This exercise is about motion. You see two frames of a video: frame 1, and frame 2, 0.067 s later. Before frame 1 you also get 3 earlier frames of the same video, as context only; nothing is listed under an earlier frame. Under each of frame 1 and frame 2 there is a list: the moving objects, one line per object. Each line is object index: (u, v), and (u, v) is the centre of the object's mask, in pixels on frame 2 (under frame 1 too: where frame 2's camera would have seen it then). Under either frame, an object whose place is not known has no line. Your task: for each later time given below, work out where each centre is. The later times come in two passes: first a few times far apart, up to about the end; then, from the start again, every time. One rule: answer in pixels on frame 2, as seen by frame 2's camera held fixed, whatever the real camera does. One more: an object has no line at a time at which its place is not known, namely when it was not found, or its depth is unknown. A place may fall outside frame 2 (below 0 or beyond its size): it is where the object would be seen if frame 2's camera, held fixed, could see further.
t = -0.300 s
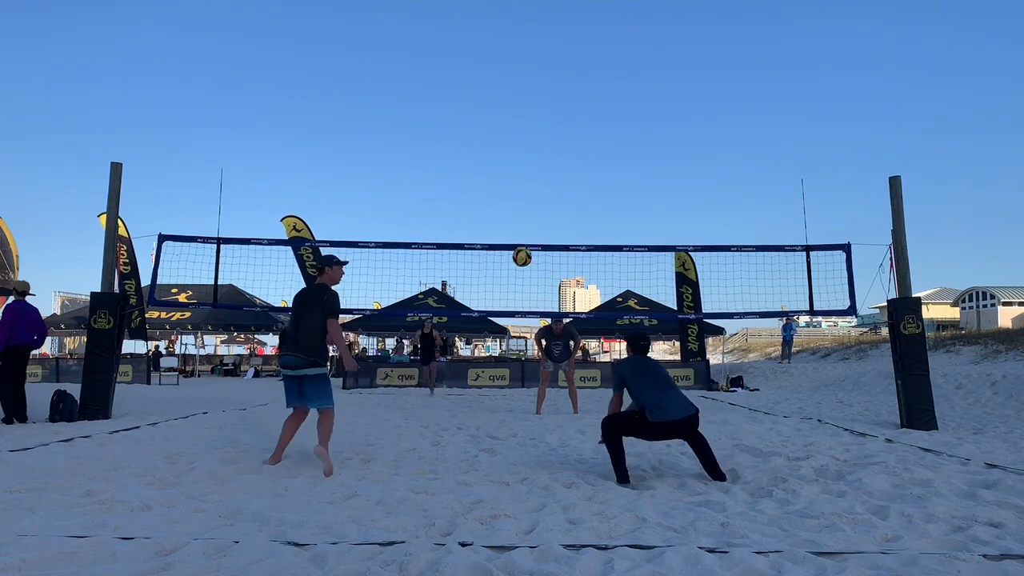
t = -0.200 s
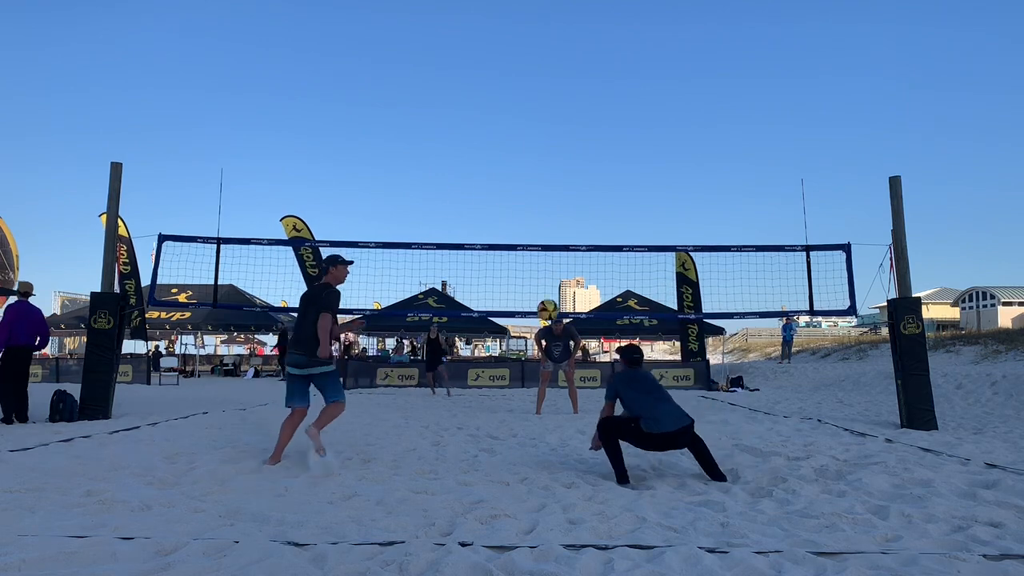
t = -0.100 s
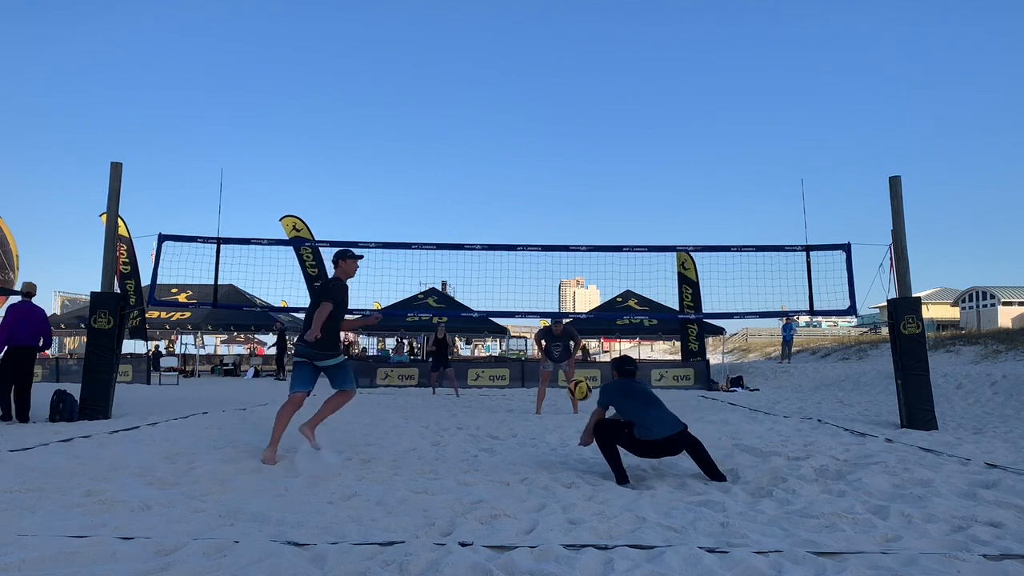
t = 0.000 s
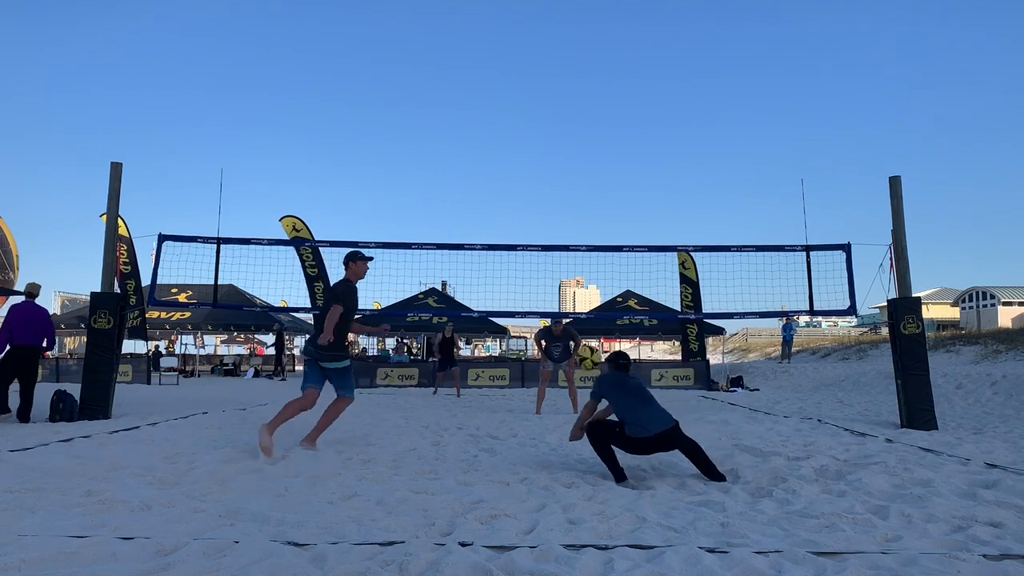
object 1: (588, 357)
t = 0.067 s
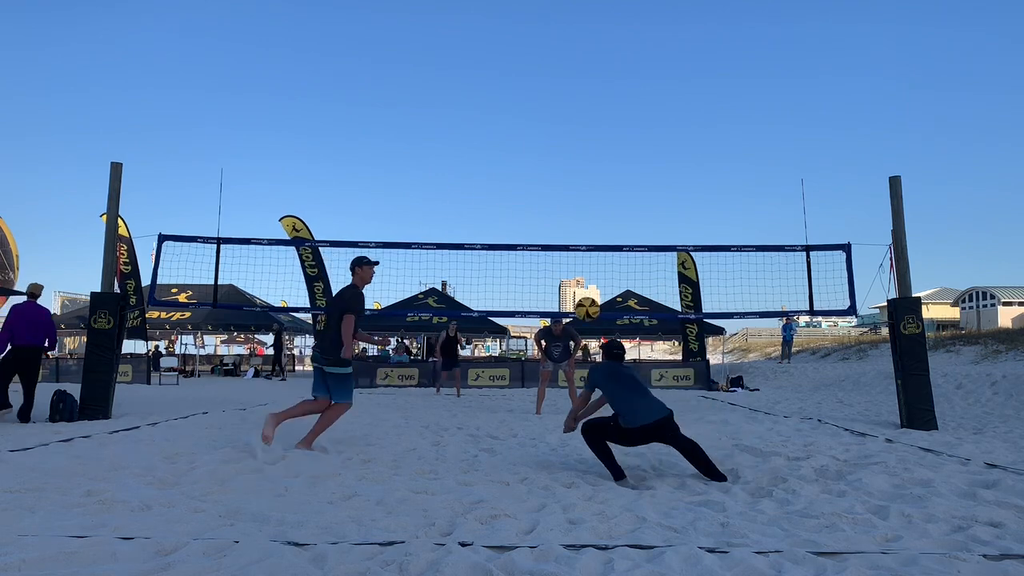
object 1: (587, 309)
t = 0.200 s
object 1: (585, 231)
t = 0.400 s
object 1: (584, 159)
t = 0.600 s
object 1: (583, 133)
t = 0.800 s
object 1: (582, 148)
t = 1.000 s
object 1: (580, 200)
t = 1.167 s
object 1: (578, 270)
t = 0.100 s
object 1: (586, 287)
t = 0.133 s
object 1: (586, 267)
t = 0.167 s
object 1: (586, 248)
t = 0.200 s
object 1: (585, 231)
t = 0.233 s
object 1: (585, 216)
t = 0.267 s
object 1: (585, 202)
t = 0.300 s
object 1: (585, 189)
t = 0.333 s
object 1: (585, 178)
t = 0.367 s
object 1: (585, 168)
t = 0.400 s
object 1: (584, 159)
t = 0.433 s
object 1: (584, 152)
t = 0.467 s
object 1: (584, 146)
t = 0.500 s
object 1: (584, 140)
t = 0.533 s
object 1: (584, 137)
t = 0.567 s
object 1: (584, 134)
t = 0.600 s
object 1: (583, 133)
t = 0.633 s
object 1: (583, 133)
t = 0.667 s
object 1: (583, 133)
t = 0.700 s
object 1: (583, 135)
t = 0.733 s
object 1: (583, 138)
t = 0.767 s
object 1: (582, 143)
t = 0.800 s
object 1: (582, 148)
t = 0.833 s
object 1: (582, 154)
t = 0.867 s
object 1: (581, 161)
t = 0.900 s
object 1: (581, 170)
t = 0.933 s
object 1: (581, 179)
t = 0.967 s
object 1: (580, 189)
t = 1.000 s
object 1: (580, 200)
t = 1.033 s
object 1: (579, 212)
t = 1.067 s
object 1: (579, 225)
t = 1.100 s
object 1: (579, 239)
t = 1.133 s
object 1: (579, 254)
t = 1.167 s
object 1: (578, 270)
